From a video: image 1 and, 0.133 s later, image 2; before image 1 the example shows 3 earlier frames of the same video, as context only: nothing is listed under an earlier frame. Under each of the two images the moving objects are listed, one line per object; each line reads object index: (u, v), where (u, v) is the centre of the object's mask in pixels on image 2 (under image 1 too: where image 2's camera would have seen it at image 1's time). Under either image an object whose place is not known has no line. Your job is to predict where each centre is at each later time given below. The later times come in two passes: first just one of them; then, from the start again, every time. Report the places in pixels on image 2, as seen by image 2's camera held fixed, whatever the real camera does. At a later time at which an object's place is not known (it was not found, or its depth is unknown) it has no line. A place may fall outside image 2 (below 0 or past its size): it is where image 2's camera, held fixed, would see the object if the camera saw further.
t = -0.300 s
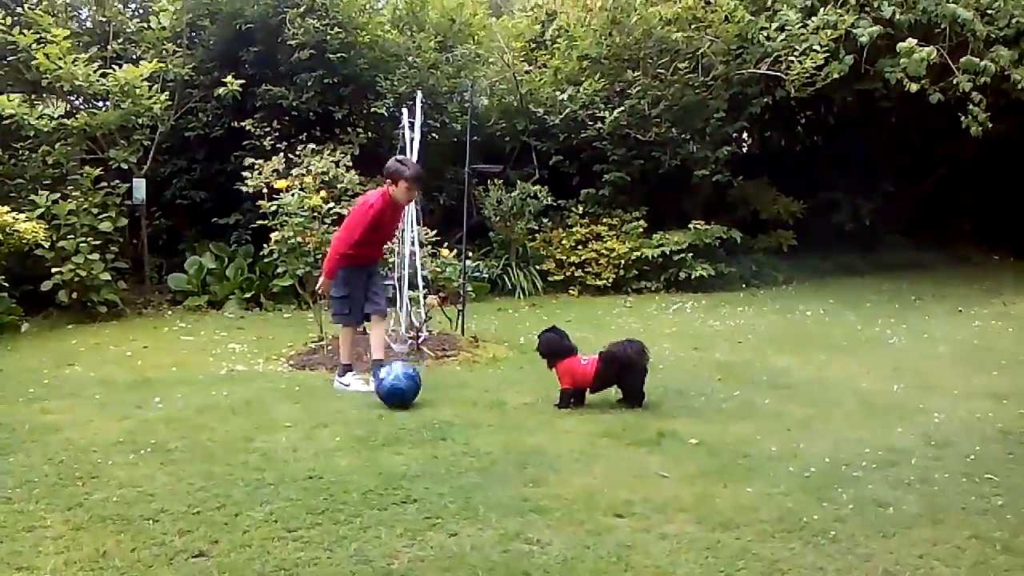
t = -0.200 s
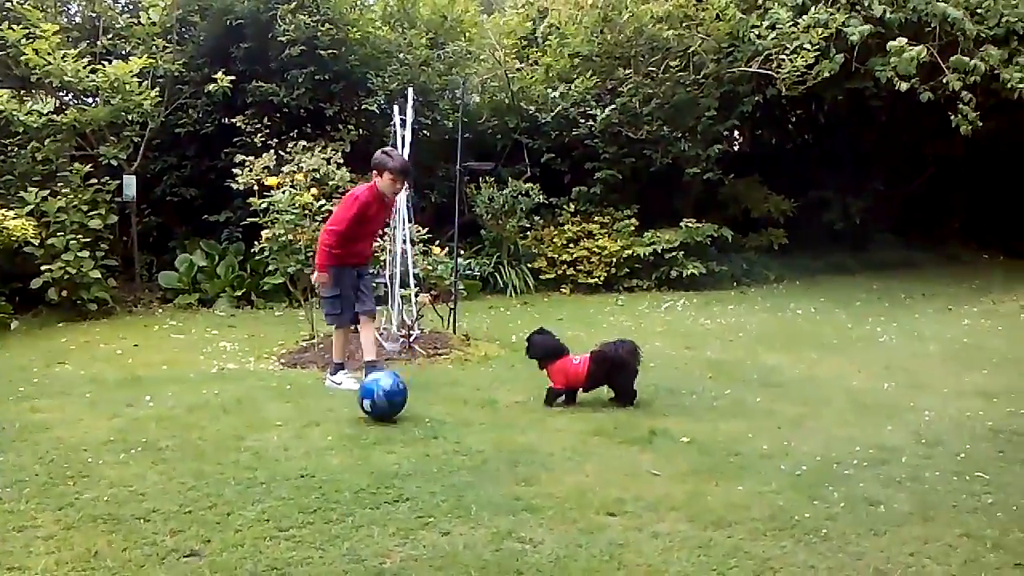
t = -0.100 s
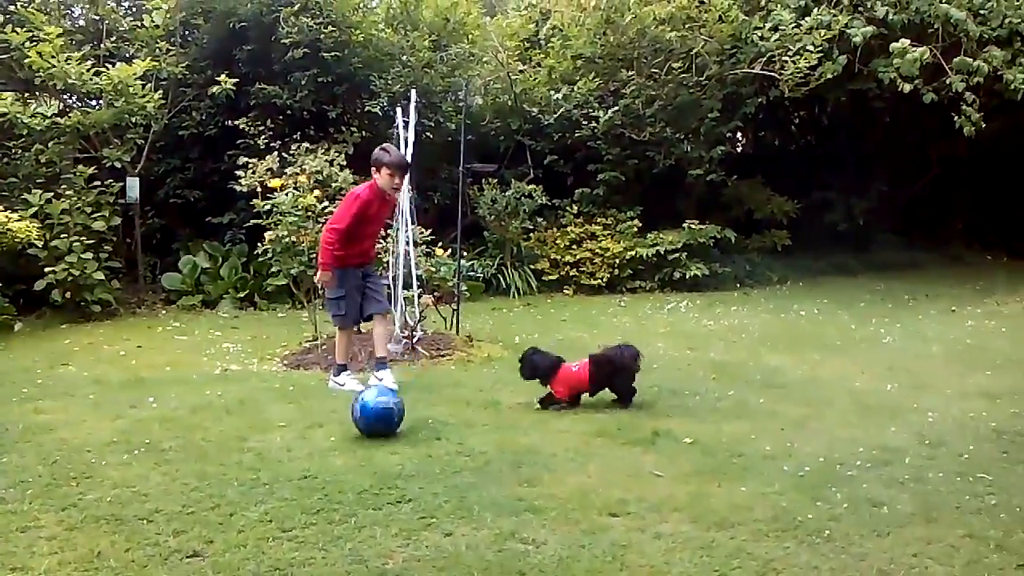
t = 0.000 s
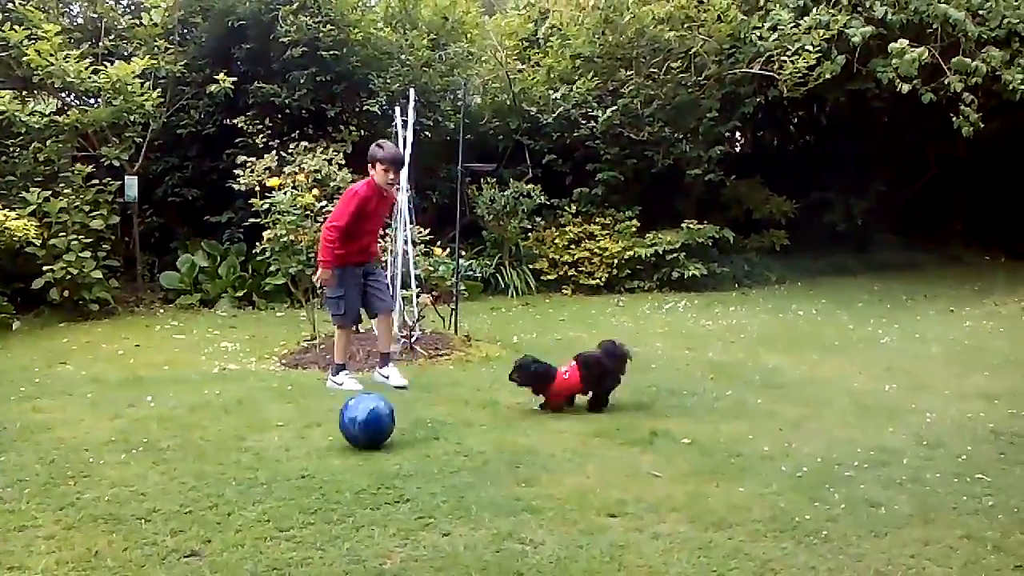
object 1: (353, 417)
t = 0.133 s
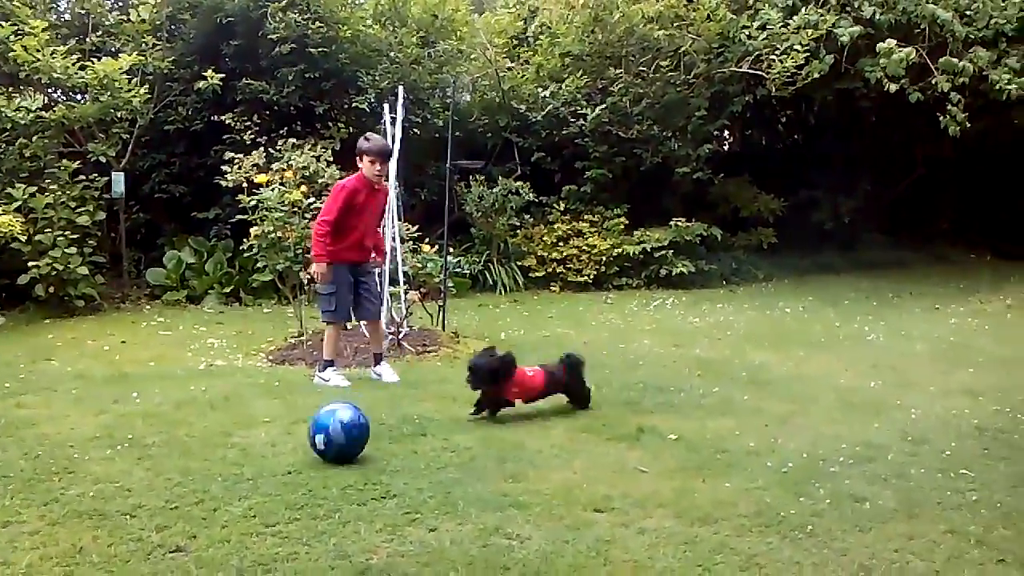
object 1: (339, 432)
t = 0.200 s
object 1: (331, 440)
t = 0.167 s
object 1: (334, 438)
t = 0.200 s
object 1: (331, 440)
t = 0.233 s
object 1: (327, 445)
